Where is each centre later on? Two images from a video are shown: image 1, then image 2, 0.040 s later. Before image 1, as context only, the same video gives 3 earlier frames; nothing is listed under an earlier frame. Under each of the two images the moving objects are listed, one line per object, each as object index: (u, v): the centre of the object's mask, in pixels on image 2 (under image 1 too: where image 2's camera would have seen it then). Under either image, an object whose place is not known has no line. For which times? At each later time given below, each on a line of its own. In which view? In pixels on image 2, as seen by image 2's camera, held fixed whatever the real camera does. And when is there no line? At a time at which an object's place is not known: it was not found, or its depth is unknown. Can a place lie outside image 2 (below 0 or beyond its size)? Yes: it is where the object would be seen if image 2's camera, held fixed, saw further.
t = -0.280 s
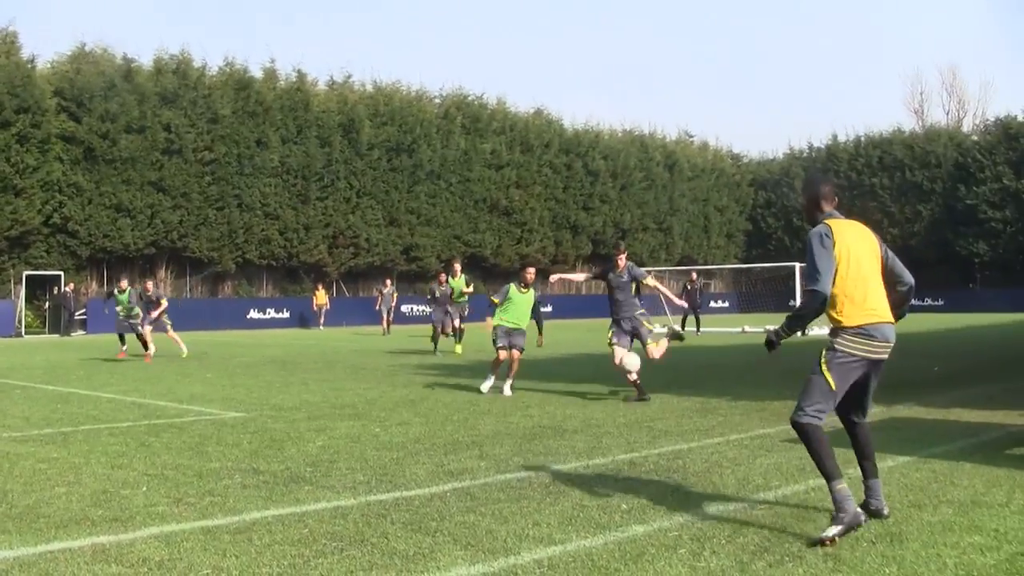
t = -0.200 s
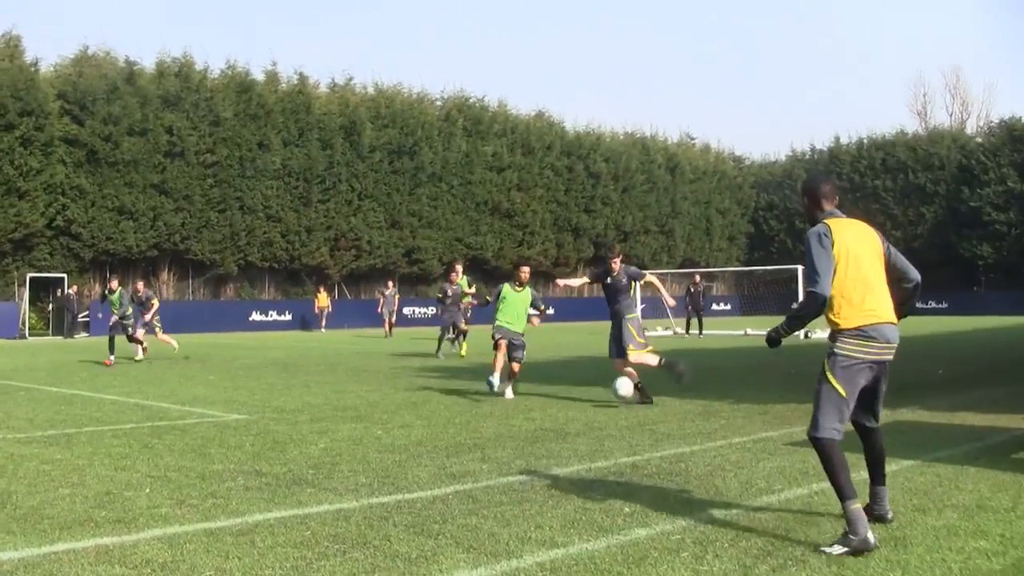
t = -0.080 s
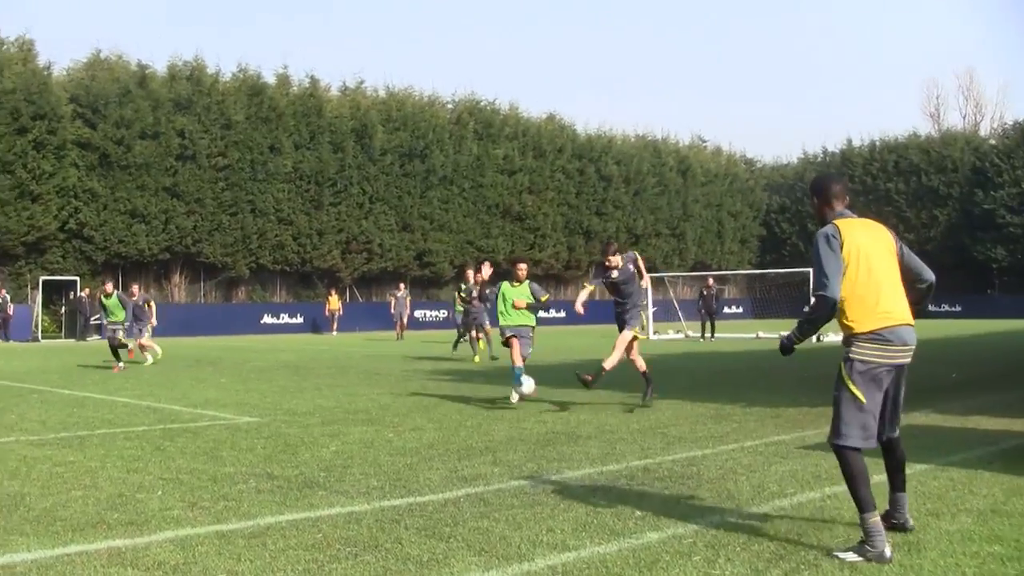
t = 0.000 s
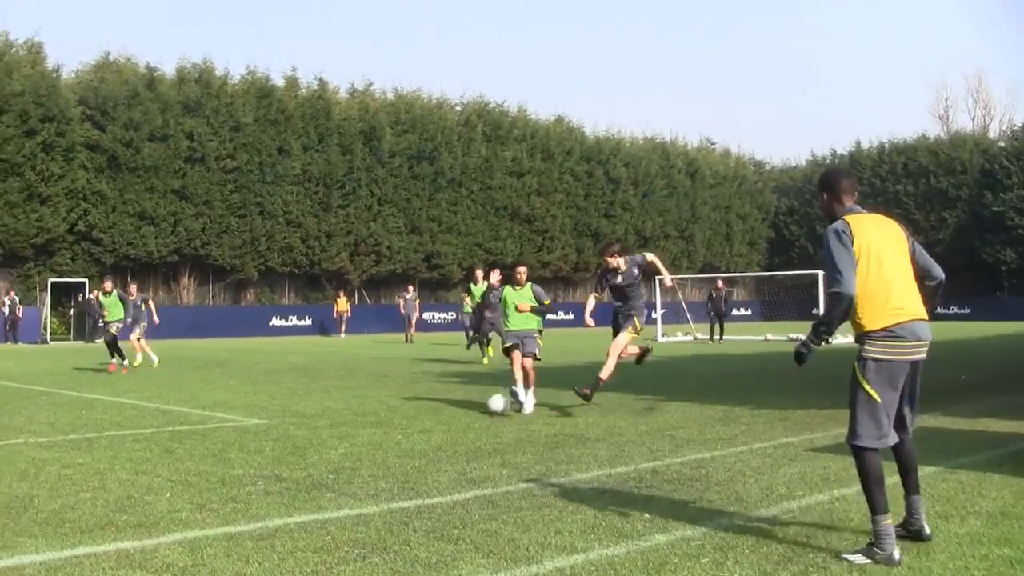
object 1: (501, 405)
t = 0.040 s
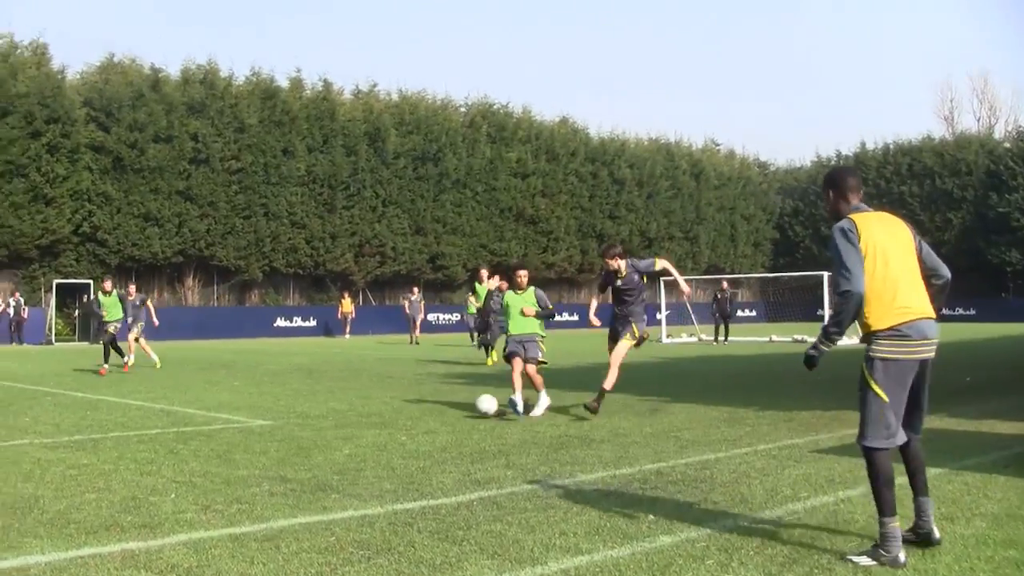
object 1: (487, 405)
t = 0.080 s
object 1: (470, 404)
